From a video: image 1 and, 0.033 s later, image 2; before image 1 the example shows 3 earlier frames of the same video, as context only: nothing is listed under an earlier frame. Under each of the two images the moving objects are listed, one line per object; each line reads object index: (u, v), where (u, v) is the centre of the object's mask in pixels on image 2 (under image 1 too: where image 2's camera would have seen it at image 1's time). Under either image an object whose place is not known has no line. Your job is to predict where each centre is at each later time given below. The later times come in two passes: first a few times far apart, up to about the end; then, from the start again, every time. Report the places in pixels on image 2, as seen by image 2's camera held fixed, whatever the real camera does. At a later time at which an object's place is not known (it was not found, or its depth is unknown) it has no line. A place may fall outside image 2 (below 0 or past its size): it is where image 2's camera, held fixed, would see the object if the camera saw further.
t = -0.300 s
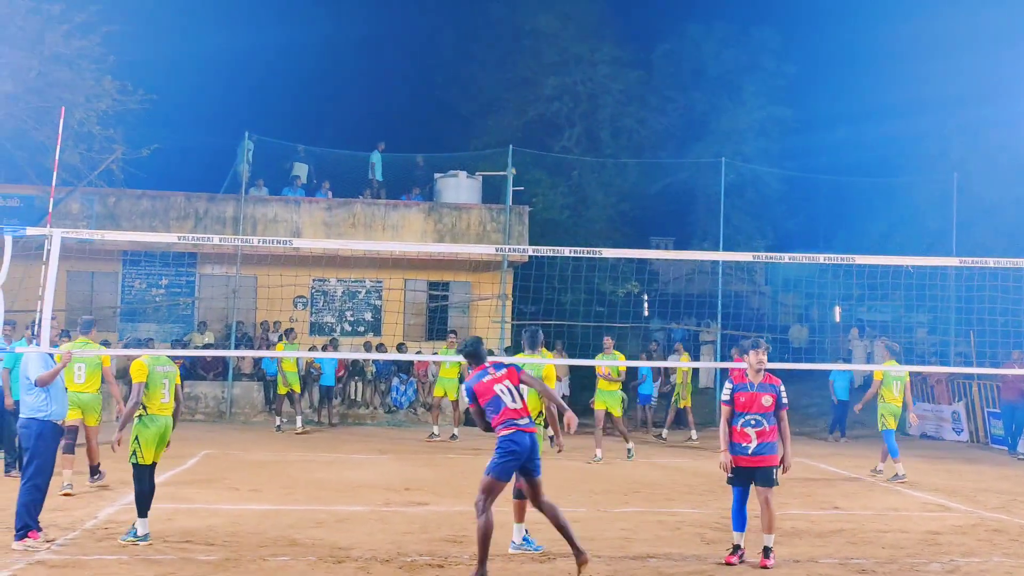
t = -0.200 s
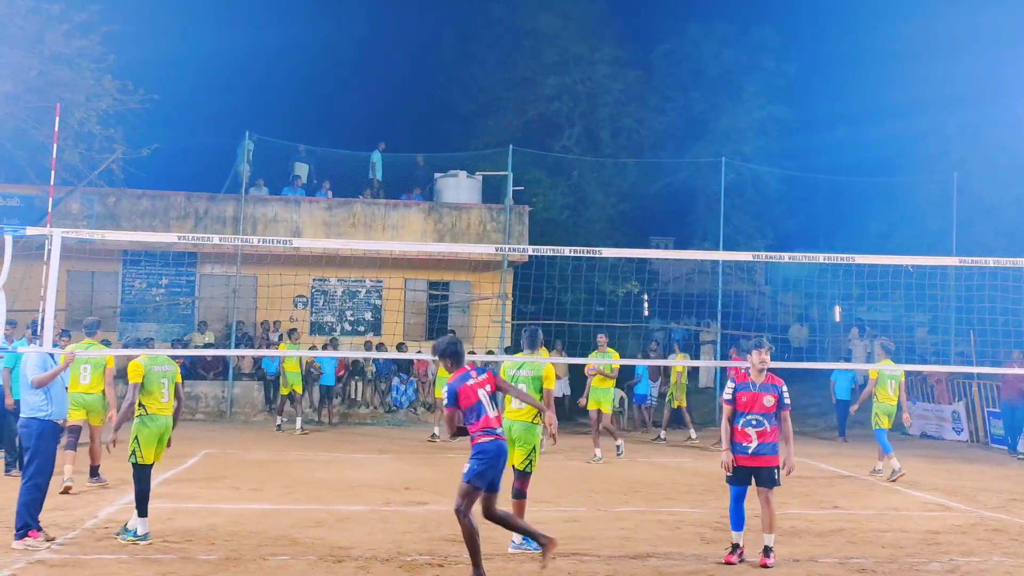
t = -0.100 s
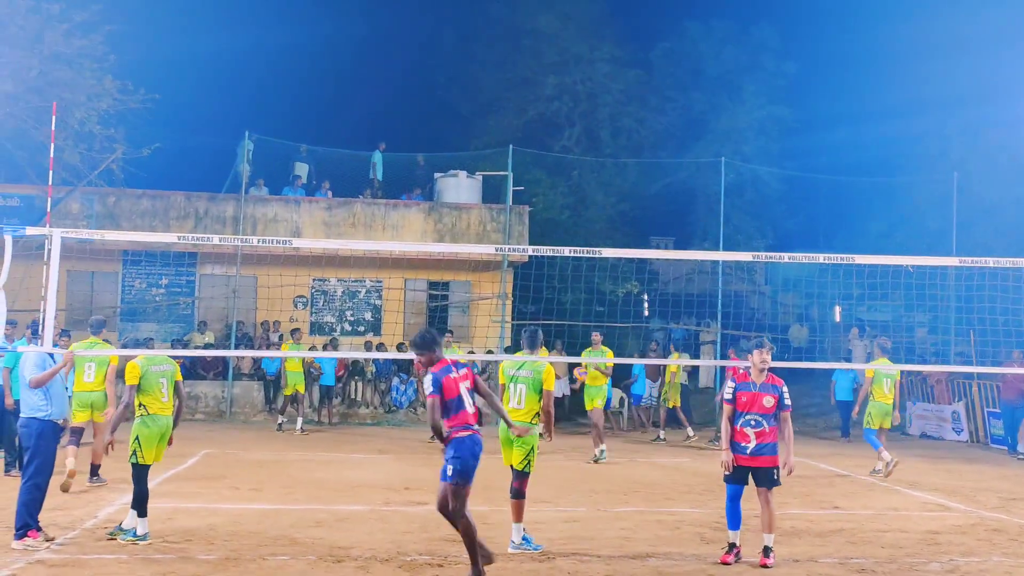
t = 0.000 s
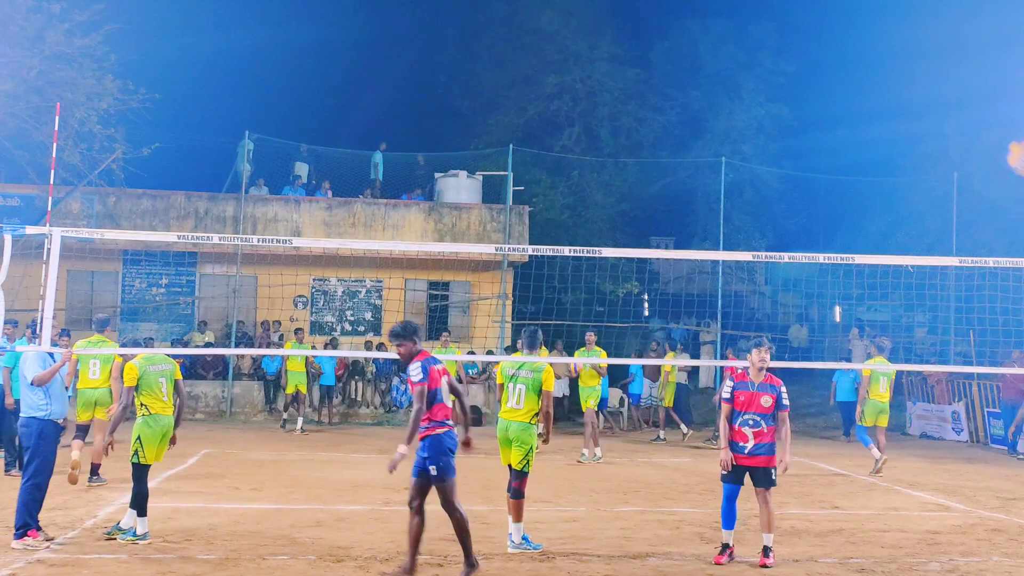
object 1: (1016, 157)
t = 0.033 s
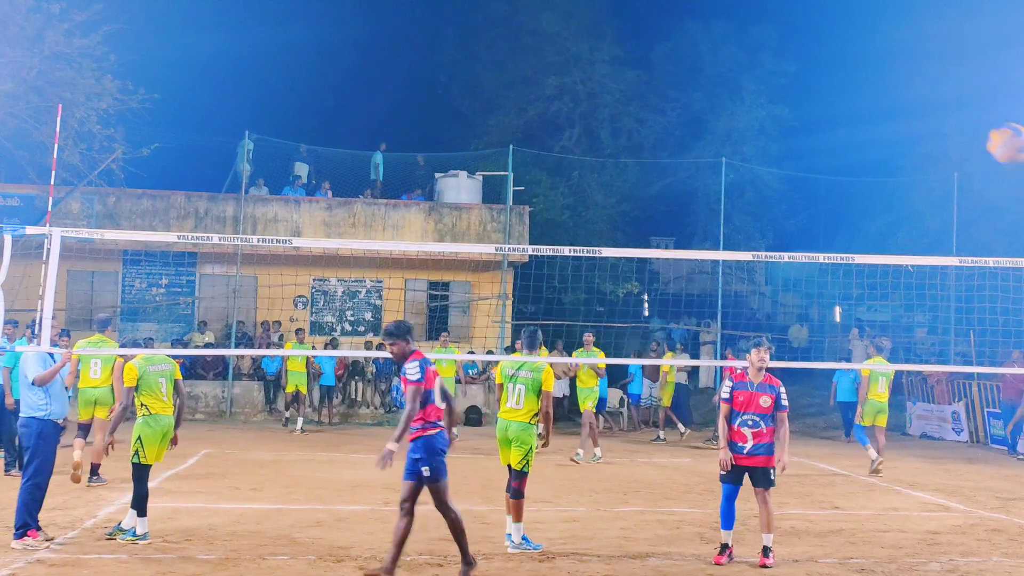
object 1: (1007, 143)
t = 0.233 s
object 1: (908, 113)
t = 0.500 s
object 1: (807, 168)
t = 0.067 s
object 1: (991, 133)
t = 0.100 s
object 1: (973, 125)
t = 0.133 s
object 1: (955, 119)
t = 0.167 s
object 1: (939, 115)
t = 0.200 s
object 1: (923, 113)
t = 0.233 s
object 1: (908, 113)
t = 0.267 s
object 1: (893, 115)
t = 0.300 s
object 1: (879, 118)
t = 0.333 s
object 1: (866, 123)
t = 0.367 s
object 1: (853, 129)
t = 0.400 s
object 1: (841, 137)
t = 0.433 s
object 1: (829, 146)
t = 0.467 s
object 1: (818, 156)
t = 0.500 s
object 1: (807, 168)
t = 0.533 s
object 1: (797, 181)
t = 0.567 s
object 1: (786, 195)
